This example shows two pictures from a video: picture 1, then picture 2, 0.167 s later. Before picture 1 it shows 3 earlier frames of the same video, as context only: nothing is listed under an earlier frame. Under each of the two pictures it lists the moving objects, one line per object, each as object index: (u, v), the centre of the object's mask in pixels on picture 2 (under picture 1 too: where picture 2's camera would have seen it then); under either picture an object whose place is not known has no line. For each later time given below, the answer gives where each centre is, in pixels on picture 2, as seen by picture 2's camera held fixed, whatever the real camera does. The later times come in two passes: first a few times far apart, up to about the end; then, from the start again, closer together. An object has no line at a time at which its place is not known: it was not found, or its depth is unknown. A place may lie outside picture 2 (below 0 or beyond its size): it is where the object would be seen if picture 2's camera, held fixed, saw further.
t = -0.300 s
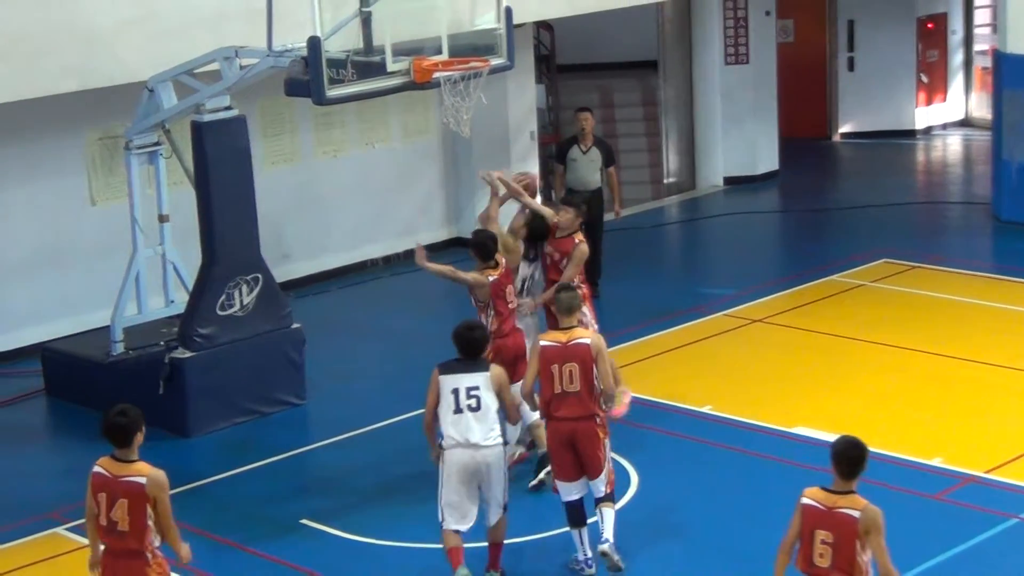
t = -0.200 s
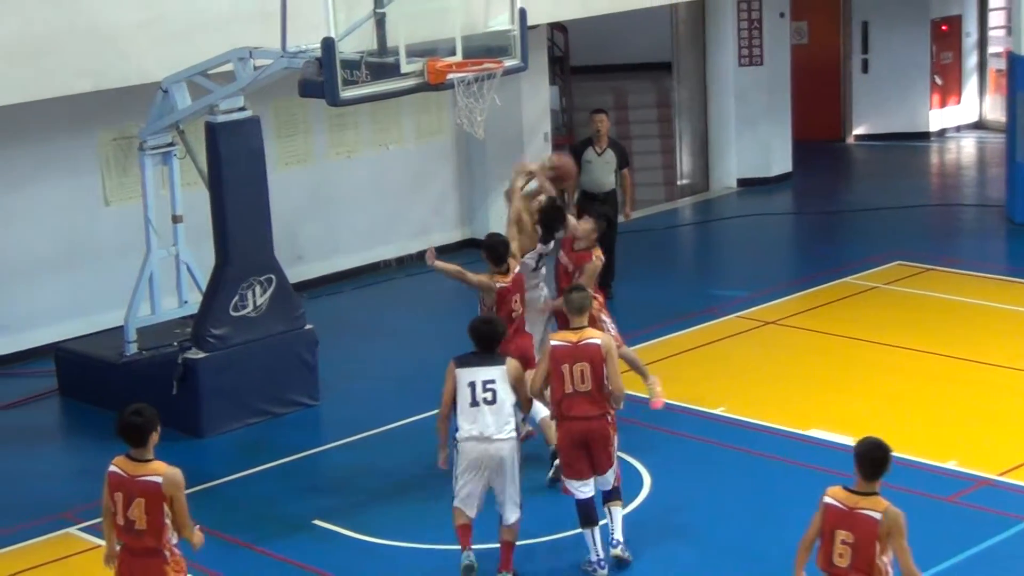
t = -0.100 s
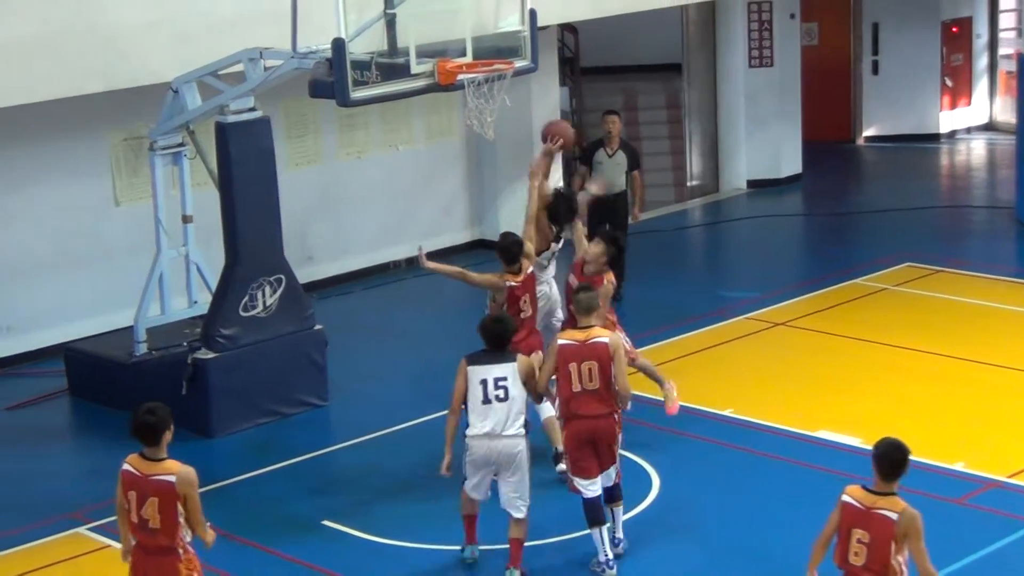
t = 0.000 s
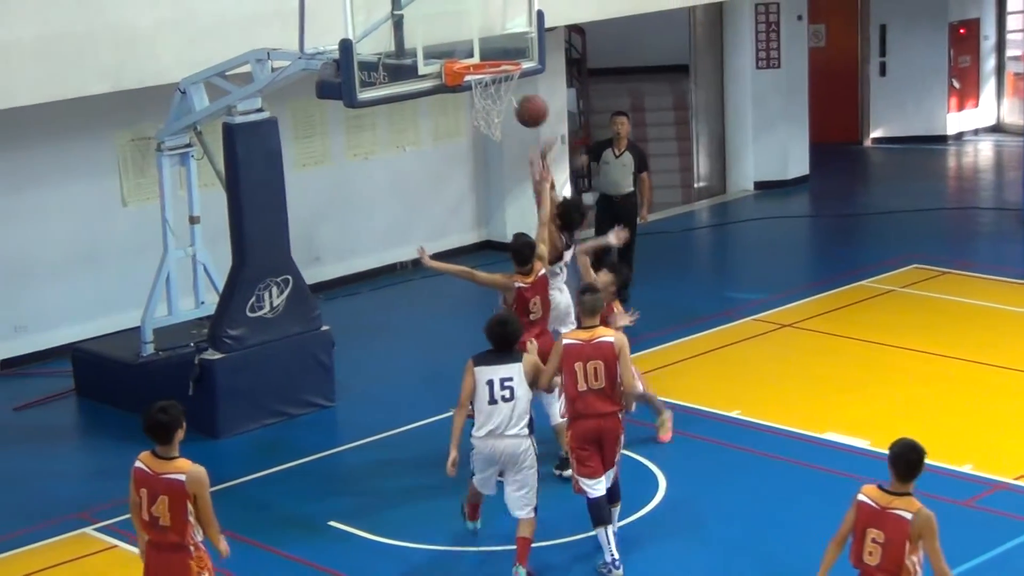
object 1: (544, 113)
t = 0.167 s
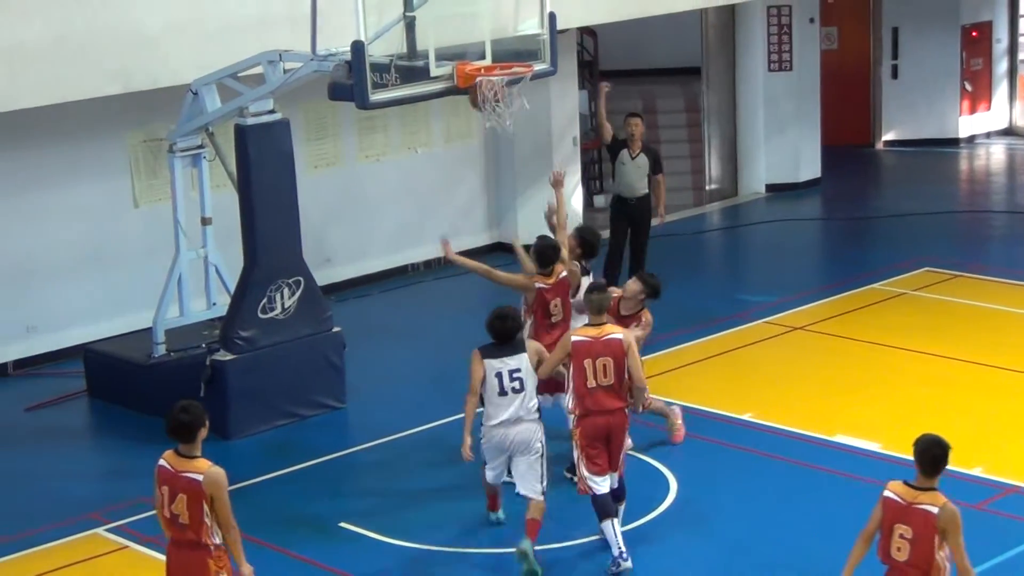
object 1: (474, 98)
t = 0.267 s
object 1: (453, 100)
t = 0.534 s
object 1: (369, 176)
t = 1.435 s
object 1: (172, 297)
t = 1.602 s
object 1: (152, 277)
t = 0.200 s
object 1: (468, 98)
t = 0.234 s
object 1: (462, 97)
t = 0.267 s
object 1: (453, 100)
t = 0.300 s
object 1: (443, 103)
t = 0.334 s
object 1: (432, 109)
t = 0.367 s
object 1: (421, 116)
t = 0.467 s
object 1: (389, 147)
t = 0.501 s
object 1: (379, 161)
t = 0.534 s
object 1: (369, 176)
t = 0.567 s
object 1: (359, 192)
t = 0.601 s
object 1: (349, 211)
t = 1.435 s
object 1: (172, 297)
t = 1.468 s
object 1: (168, 290)
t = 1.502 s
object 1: (164, 284)
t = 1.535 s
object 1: (160, 280)
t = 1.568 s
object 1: (156, 278)
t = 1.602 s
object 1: (152, 277)
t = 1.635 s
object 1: (149, 278)
